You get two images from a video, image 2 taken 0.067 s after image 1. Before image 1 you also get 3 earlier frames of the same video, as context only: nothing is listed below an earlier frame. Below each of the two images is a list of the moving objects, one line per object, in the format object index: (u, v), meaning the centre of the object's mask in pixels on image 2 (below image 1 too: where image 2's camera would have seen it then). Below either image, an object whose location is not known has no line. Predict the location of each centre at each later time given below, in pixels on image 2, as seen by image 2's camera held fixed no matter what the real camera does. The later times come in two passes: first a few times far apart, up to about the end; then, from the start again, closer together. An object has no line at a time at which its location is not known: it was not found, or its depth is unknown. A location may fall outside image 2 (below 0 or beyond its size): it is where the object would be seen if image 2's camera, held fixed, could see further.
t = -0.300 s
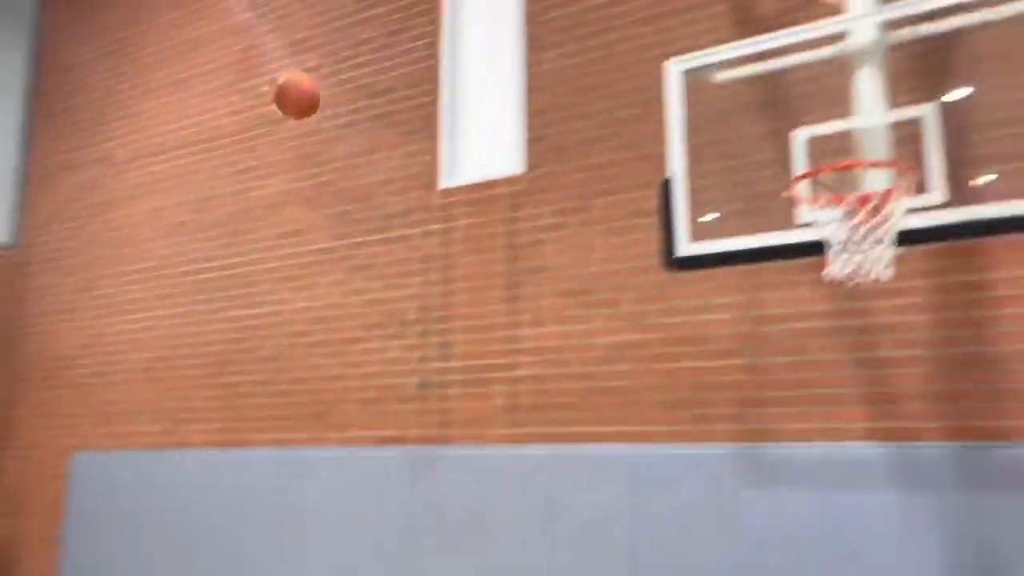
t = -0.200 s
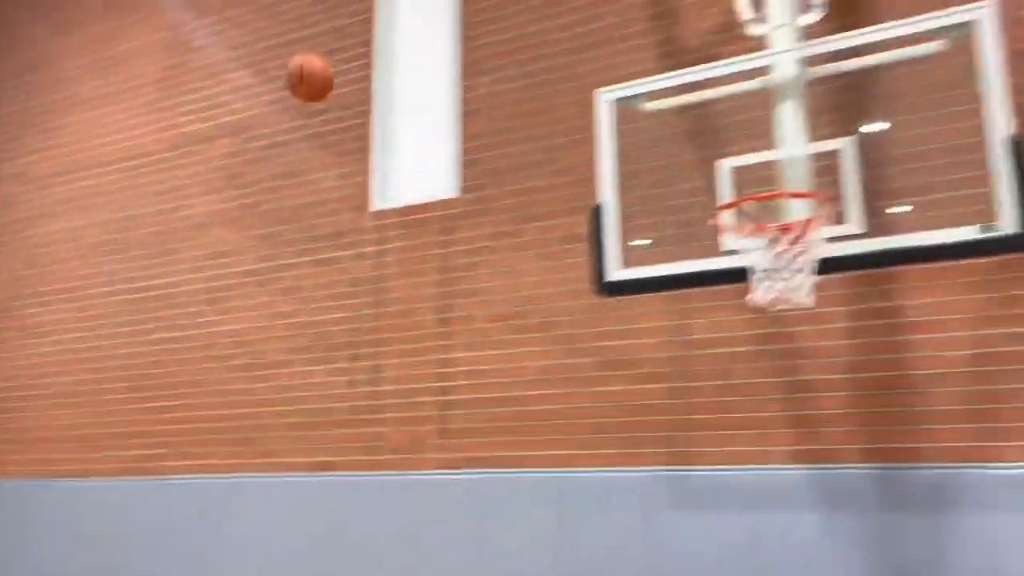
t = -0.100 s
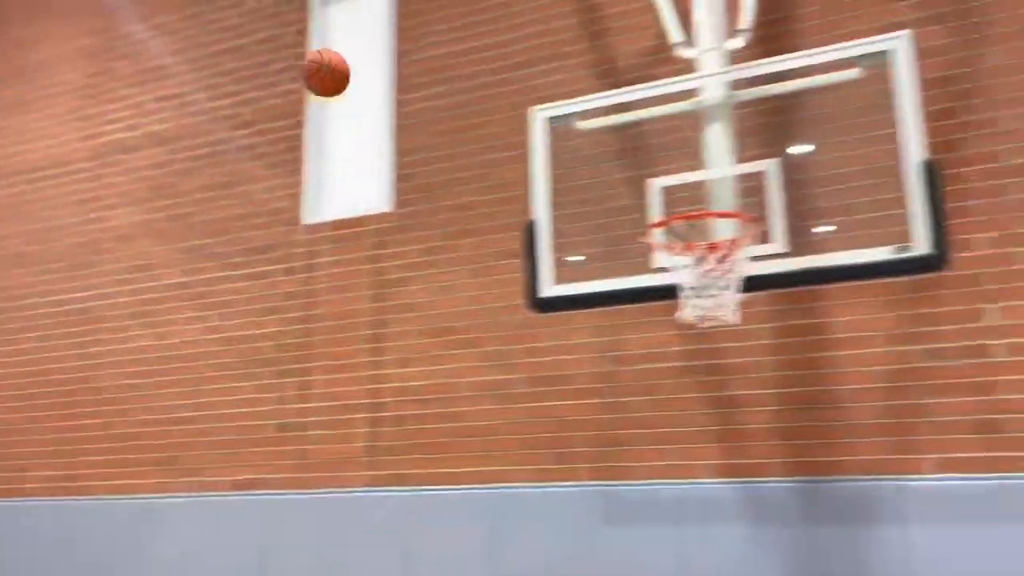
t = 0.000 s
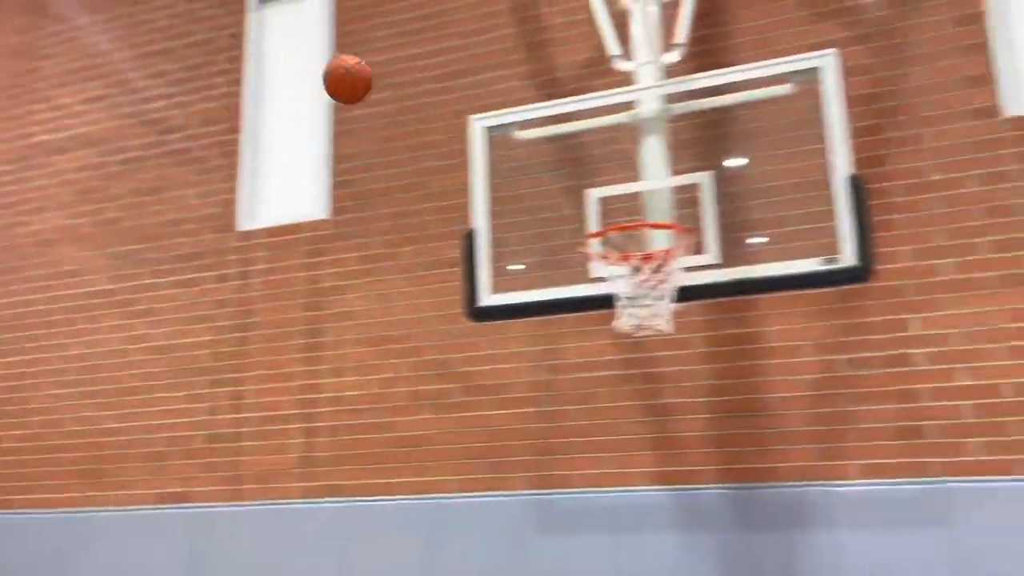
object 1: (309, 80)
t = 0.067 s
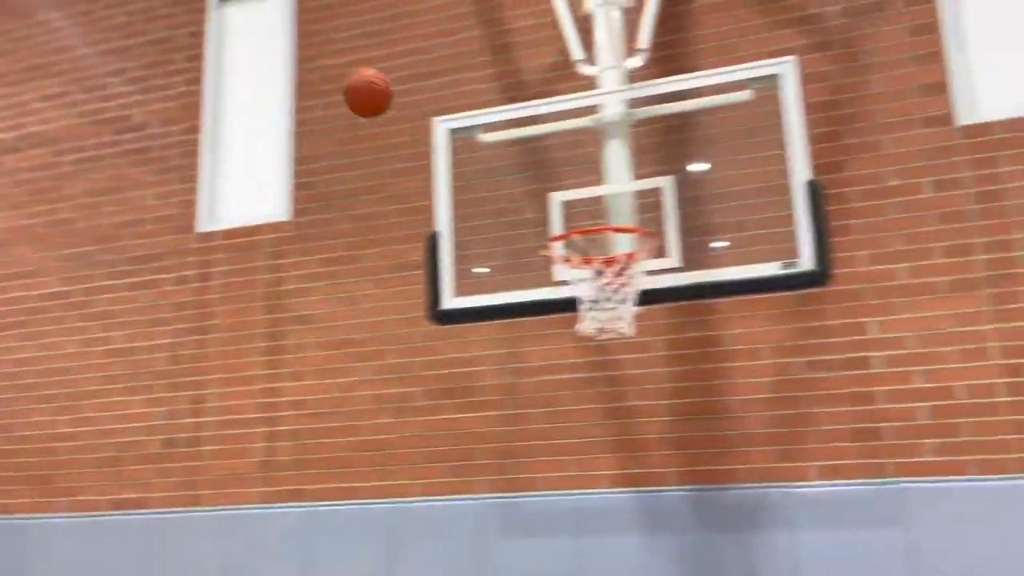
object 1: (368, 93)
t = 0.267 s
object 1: (538, 175)
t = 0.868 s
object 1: (584, 491)
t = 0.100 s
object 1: (396, 102)
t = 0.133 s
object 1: (425, 112)
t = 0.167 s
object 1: (455, 126)
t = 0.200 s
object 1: (484, 142)
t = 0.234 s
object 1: (514, 160)
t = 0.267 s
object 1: (538, 175)
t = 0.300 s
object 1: (551, 183)
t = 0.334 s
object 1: (565, 195)
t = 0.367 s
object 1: (580, 208)
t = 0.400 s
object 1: (596, 226)
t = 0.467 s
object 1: (629, 271)
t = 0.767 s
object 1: (598, 394)
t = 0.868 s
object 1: (584, 491)
